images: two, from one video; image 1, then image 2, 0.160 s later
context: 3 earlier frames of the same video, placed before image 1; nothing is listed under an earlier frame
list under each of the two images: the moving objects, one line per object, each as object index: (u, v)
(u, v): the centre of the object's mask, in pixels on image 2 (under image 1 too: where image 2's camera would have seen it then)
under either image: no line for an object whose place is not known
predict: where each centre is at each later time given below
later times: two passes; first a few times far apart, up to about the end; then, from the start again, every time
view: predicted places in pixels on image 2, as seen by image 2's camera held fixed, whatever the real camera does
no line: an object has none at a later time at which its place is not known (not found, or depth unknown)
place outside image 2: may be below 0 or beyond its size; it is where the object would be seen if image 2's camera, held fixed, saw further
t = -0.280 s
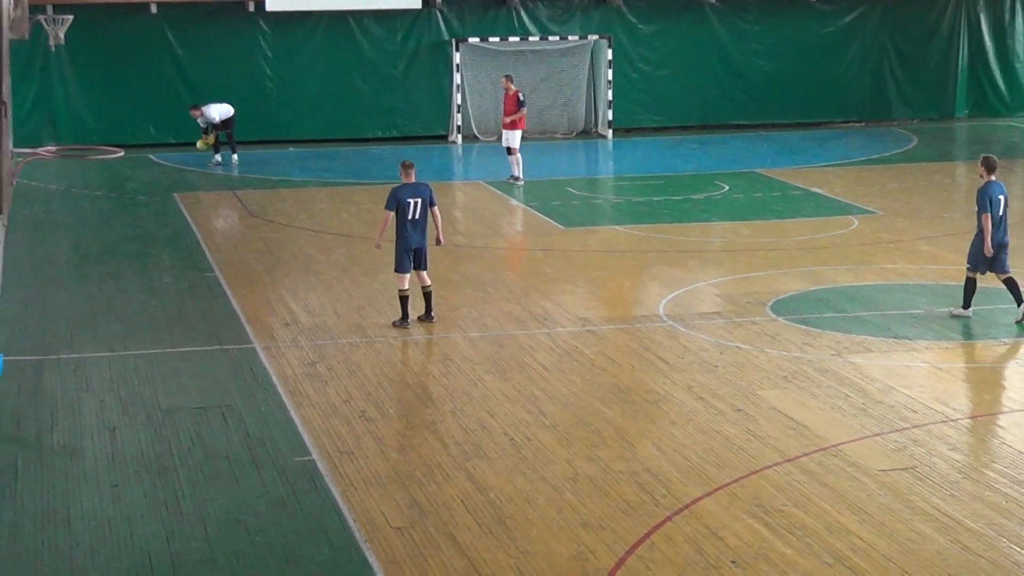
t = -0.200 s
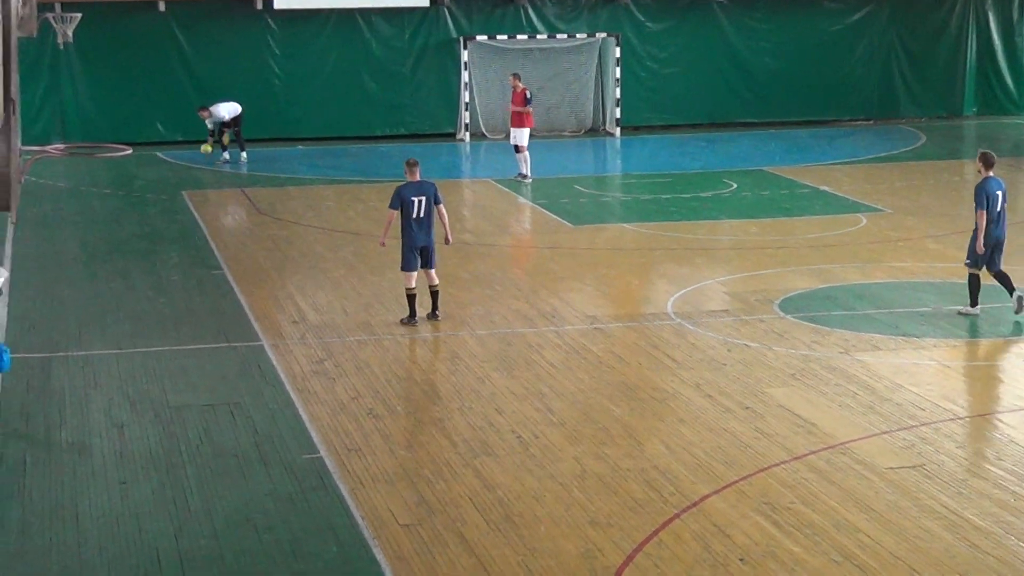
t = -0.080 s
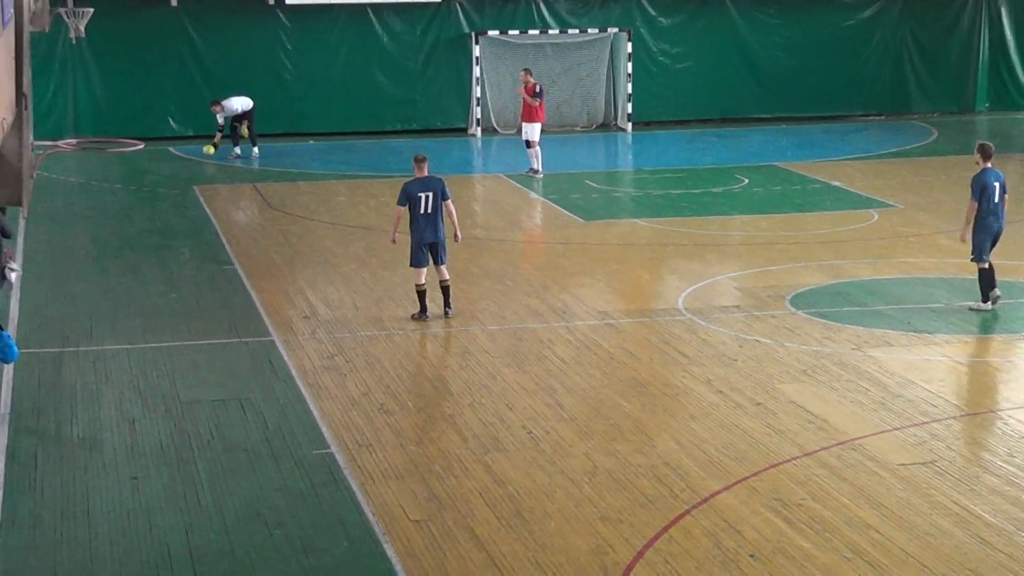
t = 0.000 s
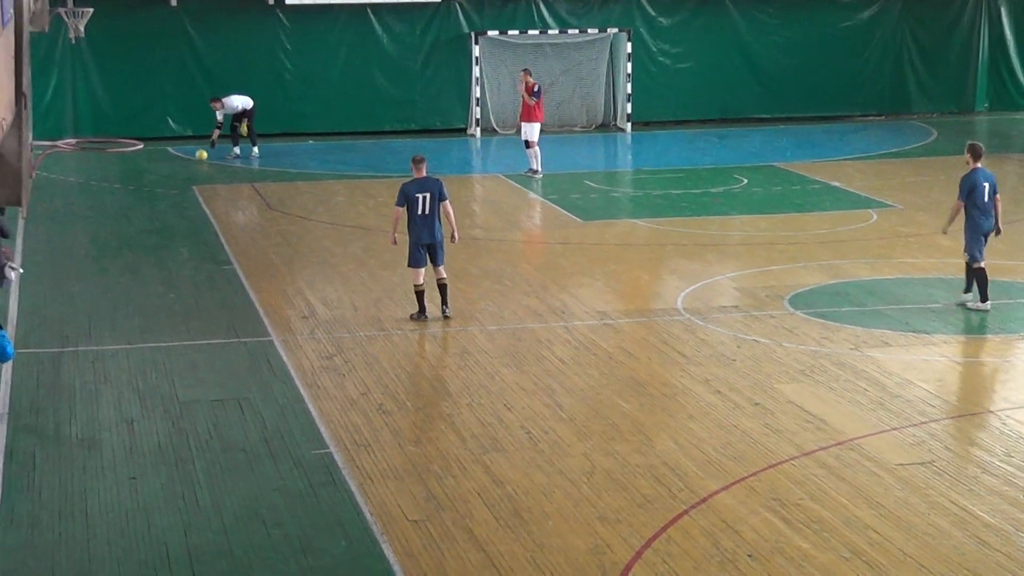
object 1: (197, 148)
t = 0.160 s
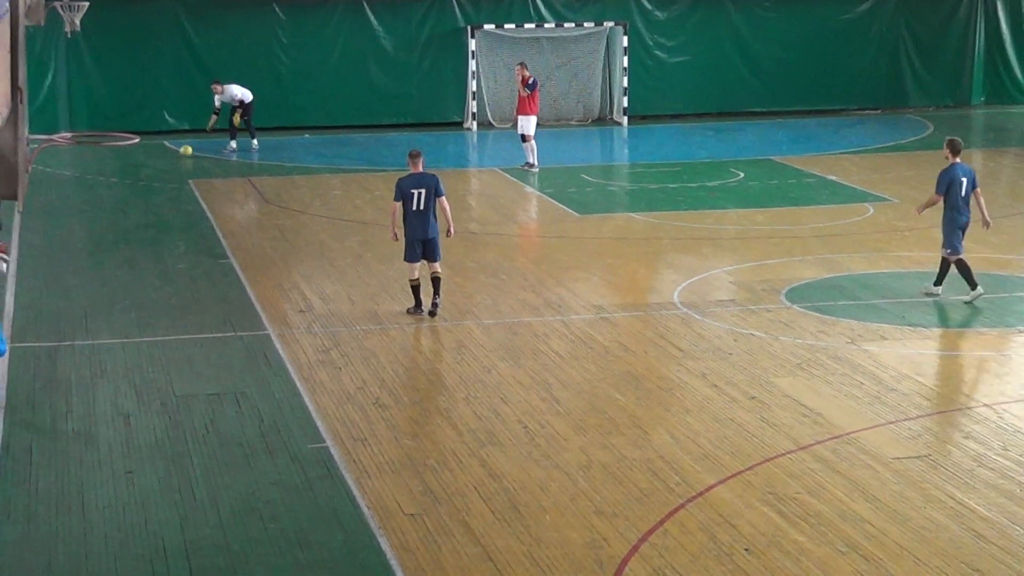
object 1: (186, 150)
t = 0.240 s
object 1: (180, 151)
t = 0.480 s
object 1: (163, 155)
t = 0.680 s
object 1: (149, 158)
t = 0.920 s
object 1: (133, 161)
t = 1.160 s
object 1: (116, 165)
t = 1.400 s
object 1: (98, 168)
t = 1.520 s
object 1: (90, 169)
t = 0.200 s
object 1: (183, 151)
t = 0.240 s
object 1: (180, 151)
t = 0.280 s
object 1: (177, 153)
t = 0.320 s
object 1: (174, 153)
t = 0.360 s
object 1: (171, 154)
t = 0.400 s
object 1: (169, 154)
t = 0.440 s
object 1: (166, 155)
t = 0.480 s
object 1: (163, 155)
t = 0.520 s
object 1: (160, 156)
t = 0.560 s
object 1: (157, 157)
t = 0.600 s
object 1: (155, 157)
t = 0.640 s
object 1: (152, 157)
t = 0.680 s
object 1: (149, 158)
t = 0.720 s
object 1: (147, 158)
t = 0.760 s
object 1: (144, 159)
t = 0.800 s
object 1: (141, 159)
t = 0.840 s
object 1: (138, 160)
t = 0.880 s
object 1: (135, 161)
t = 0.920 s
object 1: (133, 161)
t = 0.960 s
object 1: (130, 162)
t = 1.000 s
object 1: (127, 162)
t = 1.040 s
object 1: (124, 163)
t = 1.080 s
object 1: (121, 163)
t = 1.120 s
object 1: (118, 164)
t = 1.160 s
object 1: (116, 165)
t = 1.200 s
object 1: (113, 165)
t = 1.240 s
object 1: (110, 166)
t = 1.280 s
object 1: (107, 166)
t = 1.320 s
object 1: (104, 167)
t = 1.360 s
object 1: (101, 167)
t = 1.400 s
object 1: (98, 168)
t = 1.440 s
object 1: (96, 168)
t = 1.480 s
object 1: (93, 169)
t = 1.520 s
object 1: (90, 169)
